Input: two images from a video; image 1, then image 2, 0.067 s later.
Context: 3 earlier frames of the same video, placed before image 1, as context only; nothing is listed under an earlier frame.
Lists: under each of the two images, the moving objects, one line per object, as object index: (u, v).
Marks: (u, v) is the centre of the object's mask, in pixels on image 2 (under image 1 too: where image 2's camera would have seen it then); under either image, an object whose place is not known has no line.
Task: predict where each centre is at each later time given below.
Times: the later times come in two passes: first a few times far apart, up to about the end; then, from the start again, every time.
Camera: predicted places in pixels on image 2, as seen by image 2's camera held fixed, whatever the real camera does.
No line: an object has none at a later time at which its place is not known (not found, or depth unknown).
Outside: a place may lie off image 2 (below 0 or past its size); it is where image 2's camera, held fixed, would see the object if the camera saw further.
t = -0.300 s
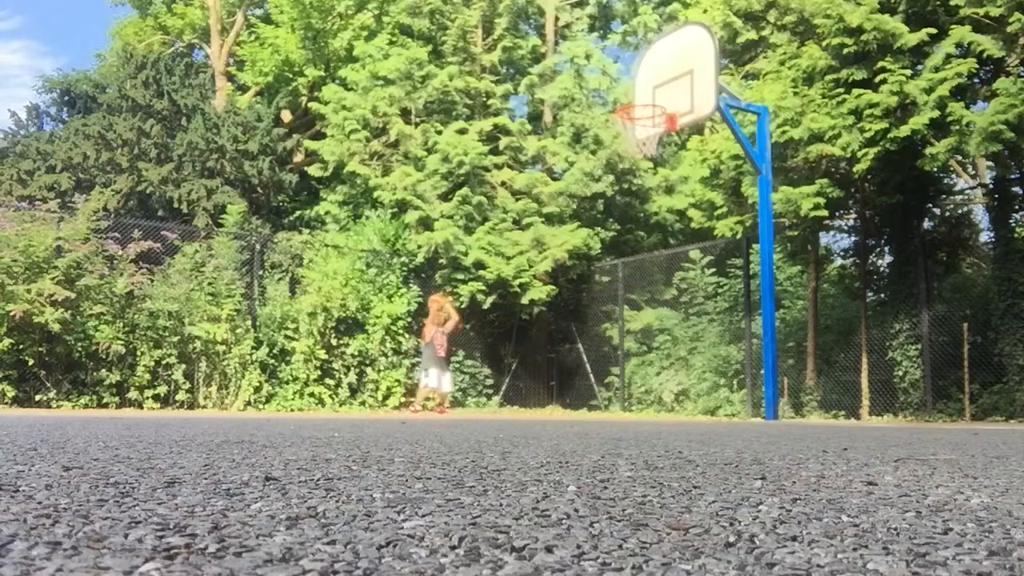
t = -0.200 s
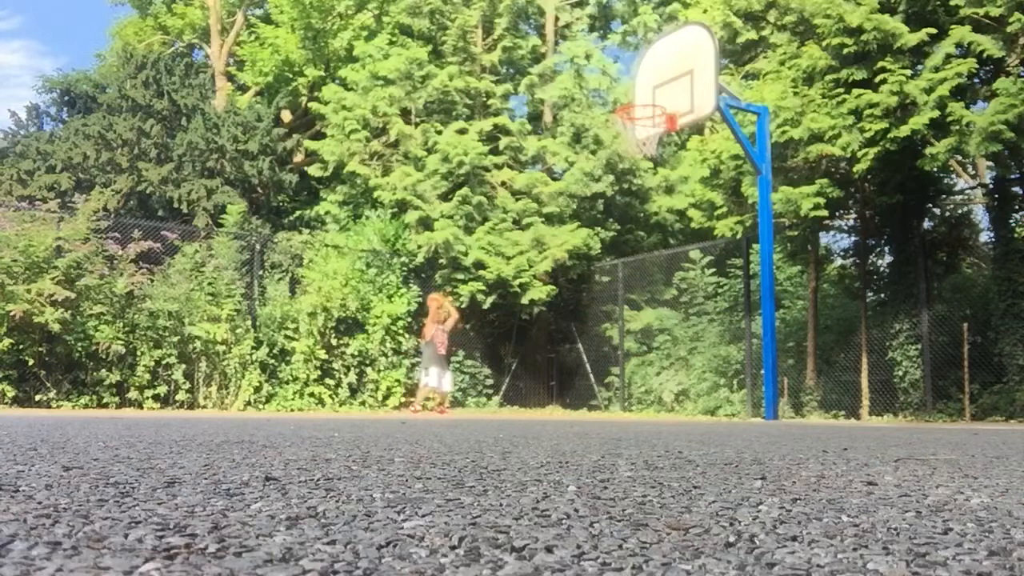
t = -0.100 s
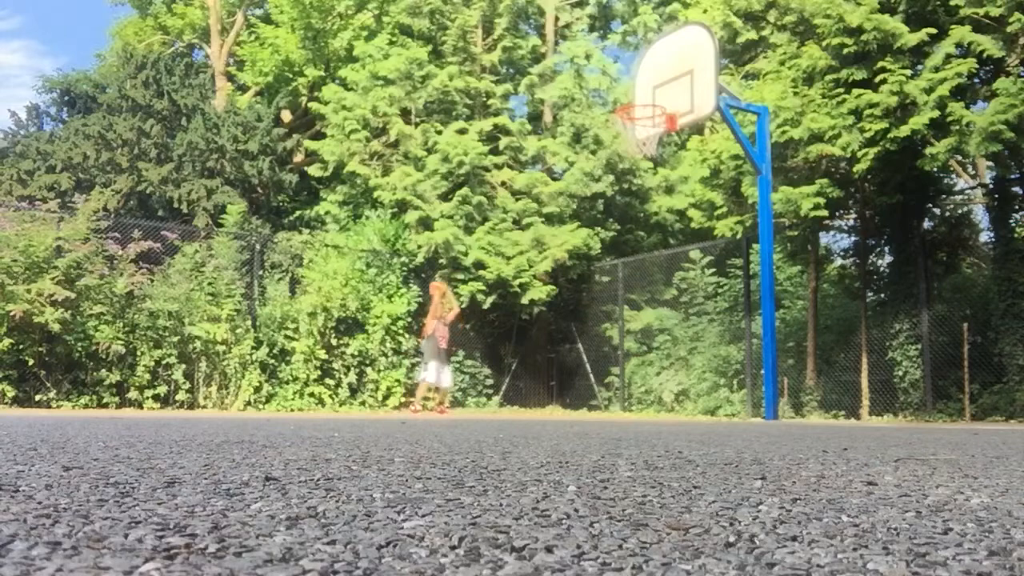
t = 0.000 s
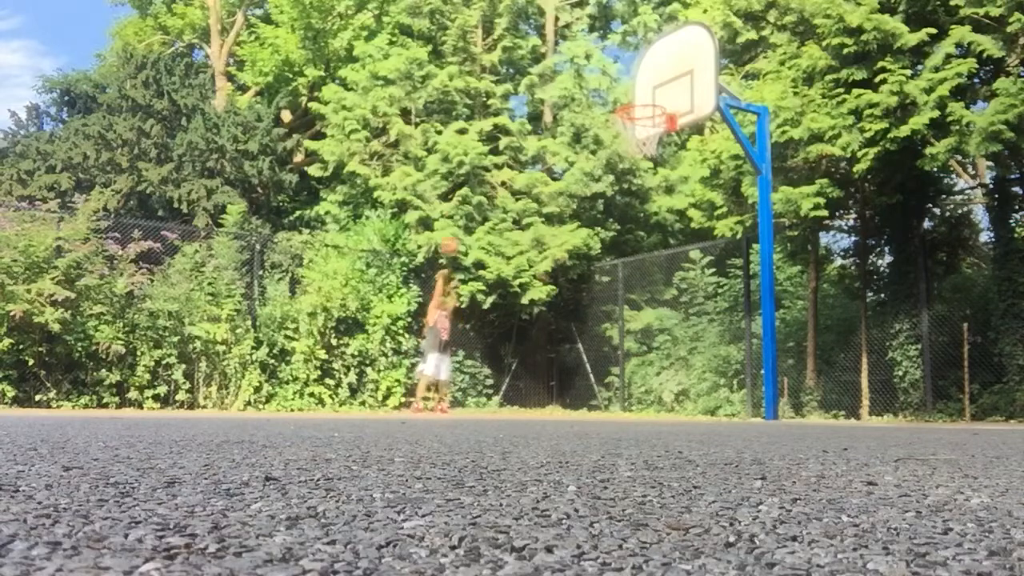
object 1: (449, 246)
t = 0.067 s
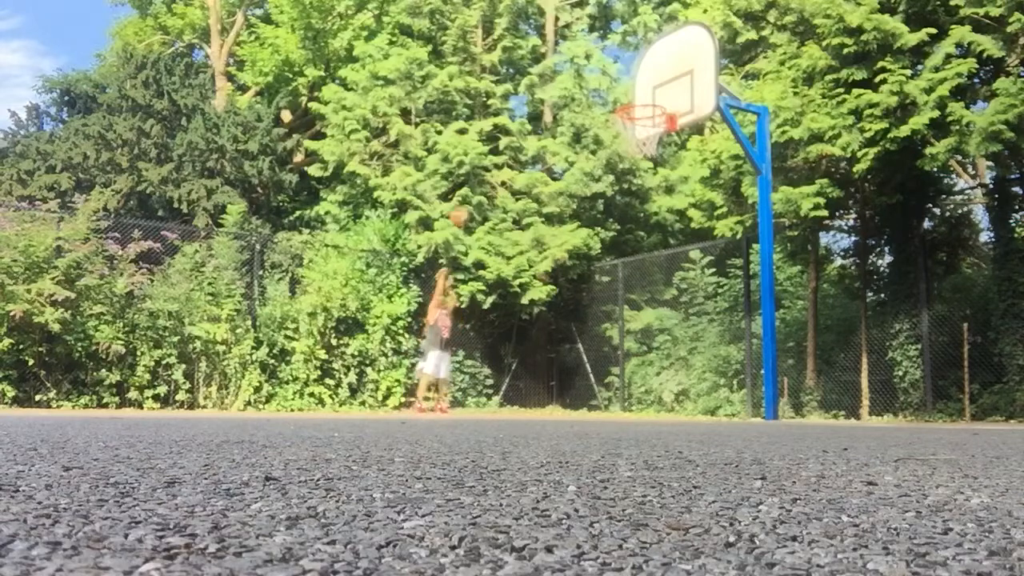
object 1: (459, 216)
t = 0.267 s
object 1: (490, 144)
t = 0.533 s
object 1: (533, 81)
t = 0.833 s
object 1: (591, 72)
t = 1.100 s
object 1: (653, 127)
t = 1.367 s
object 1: (691, 166)
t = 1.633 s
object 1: (736, 292)
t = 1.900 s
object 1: (763, 330)
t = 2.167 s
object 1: (757, 220)
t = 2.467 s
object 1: (754, 204)
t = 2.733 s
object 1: (754, 278)
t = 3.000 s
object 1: (756, 390)
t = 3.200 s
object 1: (756, 309)
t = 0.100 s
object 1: (464, 203)
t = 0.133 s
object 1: (468, 189)
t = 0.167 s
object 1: (473, 177)
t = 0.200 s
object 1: (478, 166)
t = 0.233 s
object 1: (484, 154)
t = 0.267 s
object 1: (490, 144)
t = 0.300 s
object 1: (494, 134)
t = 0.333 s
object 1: (499, 124)
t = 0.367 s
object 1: (504, 114)
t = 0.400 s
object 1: (510, 106)
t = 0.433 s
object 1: (516, 99)
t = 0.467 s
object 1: (522, 92)
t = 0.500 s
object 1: (527, 86)
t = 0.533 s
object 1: (533, 81)
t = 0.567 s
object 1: (539, 76)
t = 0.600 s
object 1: (545, 72)
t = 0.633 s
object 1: (551, 70)
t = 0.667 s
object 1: (557, 67)
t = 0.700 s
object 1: (564, 67)
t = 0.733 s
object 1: (571, 67)
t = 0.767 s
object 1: (577, 67)
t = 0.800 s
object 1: (583, 69)
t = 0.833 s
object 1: (591, 72)
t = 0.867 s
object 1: (598, 75)
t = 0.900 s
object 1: (605, 80)
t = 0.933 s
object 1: (613, 86)
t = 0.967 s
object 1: (620, 92)
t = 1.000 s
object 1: (629, 100)
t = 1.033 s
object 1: (643, 112)
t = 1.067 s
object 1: (647, 123)
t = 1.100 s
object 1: (653, 127)
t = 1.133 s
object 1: (657, 127)
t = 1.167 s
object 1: (664, 127)
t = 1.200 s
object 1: (666, 132)
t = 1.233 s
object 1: (671, 136)
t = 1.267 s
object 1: (676, 140)
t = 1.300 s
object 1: (680, 148)
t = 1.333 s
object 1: (685, 157)
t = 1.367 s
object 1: (691, 166)
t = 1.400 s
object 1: (696, 178)
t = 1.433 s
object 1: (702, 190)
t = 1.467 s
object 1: (707, 202)
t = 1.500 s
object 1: (712, 217)
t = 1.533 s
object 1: (716, 233)
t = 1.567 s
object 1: (723, 252)
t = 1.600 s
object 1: (730, 271)
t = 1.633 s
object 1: (736, 292)
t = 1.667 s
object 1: (742, 316)
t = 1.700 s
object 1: (749, 341)
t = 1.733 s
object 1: (756, 367)
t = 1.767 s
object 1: (763, 396)
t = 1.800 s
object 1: (765, 397)
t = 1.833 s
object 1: (764, 372)
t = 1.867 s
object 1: (763, 351)
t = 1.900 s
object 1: (763, 330)
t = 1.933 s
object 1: (762, 311)
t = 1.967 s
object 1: (761, 293)
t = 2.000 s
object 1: (760, 277)
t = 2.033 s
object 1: (760, 263)
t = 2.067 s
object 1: (759, 249)
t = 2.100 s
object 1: (758, 238)
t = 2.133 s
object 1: (758, 228)
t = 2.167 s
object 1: (757, 220)
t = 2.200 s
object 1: (757, 213)
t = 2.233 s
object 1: (757, 207)
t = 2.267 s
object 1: (756, 202)
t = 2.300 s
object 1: (756, 200)
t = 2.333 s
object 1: (756, 199)
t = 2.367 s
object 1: (756, 199)
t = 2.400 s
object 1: (755, 199)
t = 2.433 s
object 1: (755, 201)
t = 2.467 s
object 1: (754, 204)
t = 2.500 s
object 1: (754, 209)
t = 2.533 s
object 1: (754, 215)
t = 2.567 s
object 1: (754, 222)
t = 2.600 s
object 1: (754, 231)
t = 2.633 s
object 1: (754, 241)
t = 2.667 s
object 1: (753, 252)
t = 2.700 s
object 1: (754, 264)
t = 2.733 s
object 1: (754, 278)
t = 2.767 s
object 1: (754, 293)
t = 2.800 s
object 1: (754, 309)
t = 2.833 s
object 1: (755, 327)
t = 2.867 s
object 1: (755, 346)
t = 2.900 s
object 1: (755, 366)
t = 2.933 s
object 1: (755, 388)
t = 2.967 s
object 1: (756, 408)
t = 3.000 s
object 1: (756, 390)
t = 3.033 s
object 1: (756, 373)
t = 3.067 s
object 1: (756, 357)
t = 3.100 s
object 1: (755, 344)
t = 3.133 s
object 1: (755, 331)
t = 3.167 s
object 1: (755, 319)
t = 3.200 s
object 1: (756, 309)
